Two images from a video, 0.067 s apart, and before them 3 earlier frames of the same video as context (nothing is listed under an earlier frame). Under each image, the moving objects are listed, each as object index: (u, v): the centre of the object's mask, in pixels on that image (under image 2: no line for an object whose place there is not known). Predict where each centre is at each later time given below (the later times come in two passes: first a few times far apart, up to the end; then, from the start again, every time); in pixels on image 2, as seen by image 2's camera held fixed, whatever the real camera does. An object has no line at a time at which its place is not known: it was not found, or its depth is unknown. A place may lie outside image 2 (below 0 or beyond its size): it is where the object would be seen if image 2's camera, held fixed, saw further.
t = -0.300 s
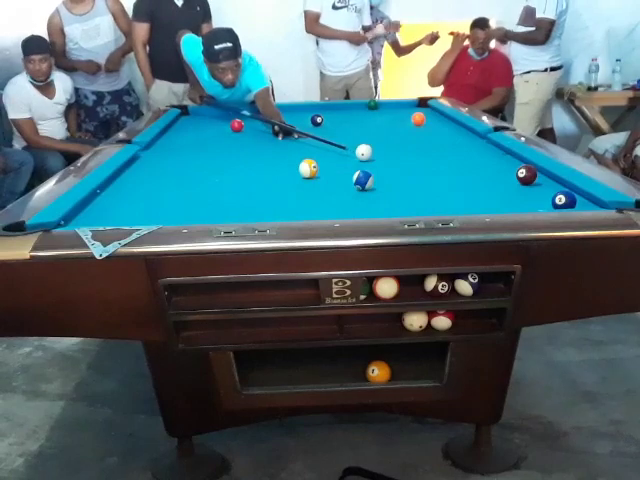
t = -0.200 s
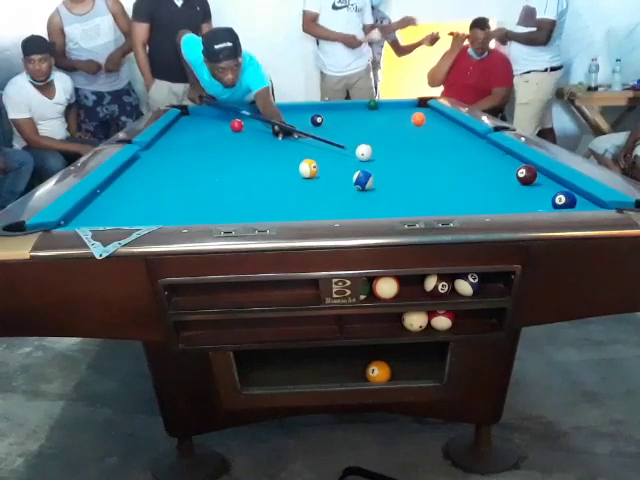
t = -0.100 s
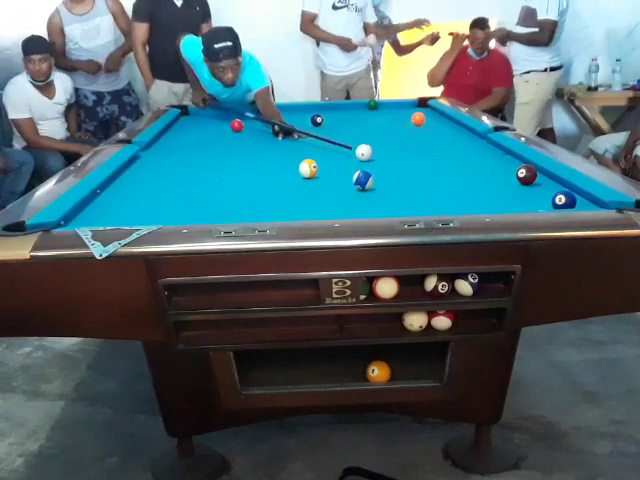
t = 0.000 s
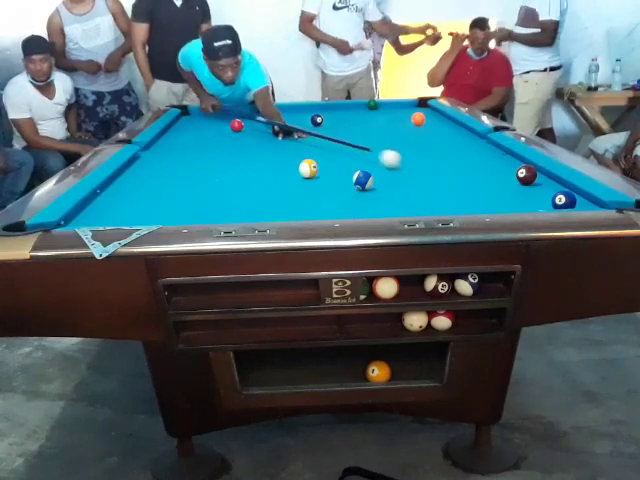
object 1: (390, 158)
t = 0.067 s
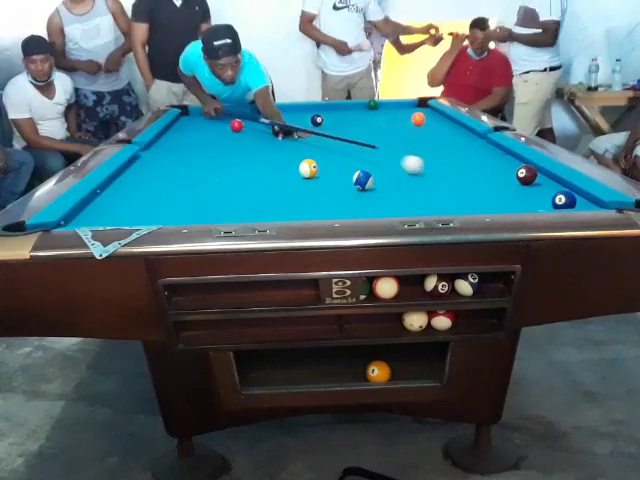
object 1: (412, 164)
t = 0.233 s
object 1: (474, 180)
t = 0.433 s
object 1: (538, 199)
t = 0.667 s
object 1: (536, 204)
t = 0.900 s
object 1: (508, 198)
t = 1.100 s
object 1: (488, 192)
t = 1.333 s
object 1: (467, 185)
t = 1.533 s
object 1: (451, 179)
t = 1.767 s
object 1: (435, 173)
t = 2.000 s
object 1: (421, 169)
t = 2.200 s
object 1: (410, 165)
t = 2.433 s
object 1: (400, 161)
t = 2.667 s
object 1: (390, 157)
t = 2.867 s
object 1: (382, 154)
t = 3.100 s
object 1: (375, 151)
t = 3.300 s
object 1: (370, 149)
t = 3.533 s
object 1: (364, 147)
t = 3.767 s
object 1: (359, 145)
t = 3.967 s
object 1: (355, 143)
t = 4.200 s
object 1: (351, 142)
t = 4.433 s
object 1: (347, 141)
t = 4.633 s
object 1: (344, 140)
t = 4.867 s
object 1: (342, 138)
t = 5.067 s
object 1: (341, 138)
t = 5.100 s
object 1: (341, 138)
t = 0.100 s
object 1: (424, 167)
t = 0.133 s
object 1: (436, 170)
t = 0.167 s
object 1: (448, 173)
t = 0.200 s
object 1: (461, 177)
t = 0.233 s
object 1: (474, 180)
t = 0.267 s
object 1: (489, 184)
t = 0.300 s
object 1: (504, 188)
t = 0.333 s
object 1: (519, 191)
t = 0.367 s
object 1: (536, 196)
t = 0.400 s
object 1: (540, 198)
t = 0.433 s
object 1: (538, 199)
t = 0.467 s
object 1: (537, 200)
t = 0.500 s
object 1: (538, 201)
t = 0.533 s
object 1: (539, 202)
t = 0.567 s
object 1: (540, 203)
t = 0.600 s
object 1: (542, 204)
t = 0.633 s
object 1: (541, 204)
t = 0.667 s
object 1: (536, 204)
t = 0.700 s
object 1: (531, 203)
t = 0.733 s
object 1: (528, 202)
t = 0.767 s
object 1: (523, 202)
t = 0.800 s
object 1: (519, 201)
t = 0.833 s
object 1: (516, 200)
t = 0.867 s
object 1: (512, 199)
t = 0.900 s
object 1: (508, 198)
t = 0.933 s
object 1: (505, 198)
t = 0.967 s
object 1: (501, 197)
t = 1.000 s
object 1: (498, 195)
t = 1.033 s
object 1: (495, 194)
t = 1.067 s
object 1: (491, 193)
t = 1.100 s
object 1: (488, 192)
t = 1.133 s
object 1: (485, 191)
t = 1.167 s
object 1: (481, 190)
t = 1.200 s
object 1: (479, 189)
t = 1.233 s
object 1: (475, 187)
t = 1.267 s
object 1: (472, 186)
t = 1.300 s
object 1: (469, 186)
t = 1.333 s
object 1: (467, 185)
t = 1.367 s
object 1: (464, 184)
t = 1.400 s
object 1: (461, 183)
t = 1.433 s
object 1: (459, 182)
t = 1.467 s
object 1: (456, 181)
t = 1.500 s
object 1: (454, 180)
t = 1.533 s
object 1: (451, 179)
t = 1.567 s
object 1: (449, 178)
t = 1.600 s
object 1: (447, 177)
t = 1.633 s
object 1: (444, 177)
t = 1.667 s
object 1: (442, 176)
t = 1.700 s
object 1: (440, 175)
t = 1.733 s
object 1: (437, 174)
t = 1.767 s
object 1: (435, 173)
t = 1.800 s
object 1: (433, 173)
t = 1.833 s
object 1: (431, 172)
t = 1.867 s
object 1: (429, 171)
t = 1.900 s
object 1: (427, 171)
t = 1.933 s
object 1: (425, 170)
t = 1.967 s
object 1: (423, 169)
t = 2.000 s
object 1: (421, 169)
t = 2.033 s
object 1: (419, 168)
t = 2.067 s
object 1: (417, 167)
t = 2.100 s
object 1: (416, 167)
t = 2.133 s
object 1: (414, 166)
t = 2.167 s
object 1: (412, 165)
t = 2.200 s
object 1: (410, 165)
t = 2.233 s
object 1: (409, 164)
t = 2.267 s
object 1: (407, 164)
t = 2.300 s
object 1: (406, 163)
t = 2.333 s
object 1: (404, 163)
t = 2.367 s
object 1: (402, 162)
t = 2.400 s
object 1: (401, 161)
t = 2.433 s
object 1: (400, 161)
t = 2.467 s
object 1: (398, 160)
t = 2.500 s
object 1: (397, 160)
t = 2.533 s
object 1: (395, 159)
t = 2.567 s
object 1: (394, 159)
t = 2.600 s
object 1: (393, 158)
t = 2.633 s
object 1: (391, 158)
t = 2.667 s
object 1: (390, 157)
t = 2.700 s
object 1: (389, 157)
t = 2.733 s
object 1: (388, 156)
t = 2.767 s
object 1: (387, 156)
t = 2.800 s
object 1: (386, 156)
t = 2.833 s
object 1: (383, 155)
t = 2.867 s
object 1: (382, 154)
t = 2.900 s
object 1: (381, 154)
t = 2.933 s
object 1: (380, 153)
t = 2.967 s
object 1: (379, 153)
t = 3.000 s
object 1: (378, 152)
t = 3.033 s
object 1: (377, 152)
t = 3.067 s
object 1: (376, 152)
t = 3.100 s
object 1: (375, 151)
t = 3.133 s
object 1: (374, 151)
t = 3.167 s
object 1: (373, 150)
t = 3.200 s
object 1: (373, 150)
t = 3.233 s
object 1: (372, 150)
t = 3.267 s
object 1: (371, 150)
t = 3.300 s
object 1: (370, 149)
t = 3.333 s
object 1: (369, 149)
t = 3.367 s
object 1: (368, 149)
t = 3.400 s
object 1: (367, 148)
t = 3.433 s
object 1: (366, 148)
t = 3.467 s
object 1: (366, 148)
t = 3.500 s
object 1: (365, 147)
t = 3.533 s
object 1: (364, 147)
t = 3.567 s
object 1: (363, 147)
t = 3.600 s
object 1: (362, 146)
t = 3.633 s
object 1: (362, 146)
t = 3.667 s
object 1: (361, 146)
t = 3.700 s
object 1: (360, 146)
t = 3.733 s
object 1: (359, 145)
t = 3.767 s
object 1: (359, 145)
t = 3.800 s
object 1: (358, 145)
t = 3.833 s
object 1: (357, 144)
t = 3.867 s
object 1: (357, 144)
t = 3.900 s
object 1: (356, 144)
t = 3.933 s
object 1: (356, 144)
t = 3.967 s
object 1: (355, 143)
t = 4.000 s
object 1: (354, 143)
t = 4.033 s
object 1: (353, 143)
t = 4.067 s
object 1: (353, 143)
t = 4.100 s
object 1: (352, 143)
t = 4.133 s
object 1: (352, 142)
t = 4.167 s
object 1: (351, 142)
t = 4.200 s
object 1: (351, 142)
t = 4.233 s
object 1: (350, 142)
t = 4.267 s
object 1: (349, 141)
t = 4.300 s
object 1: (349, 141)
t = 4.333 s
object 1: (349, 141)
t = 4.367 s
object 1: (348, 141)
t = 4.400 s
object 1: (347, 141)
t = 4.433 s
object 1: (347, 141)
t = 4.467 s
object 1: (346, 140)
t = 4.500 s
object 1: (346, 140)
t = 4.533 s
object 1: (346, 140)
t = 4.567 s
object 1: (345, 140)
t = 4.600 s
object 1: (345, 140)
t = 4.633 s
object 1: (344, 140)
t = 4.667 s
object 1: (344, 139)
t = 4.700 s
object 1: (344, 139)
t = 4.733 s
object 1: (344, 139)
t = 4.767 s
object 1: (343, 139)
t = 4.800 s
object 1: (343, 139)
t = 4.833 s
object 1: (343, 139)
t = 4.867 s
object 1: (342, 138)
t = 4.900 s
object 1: (342, 138)
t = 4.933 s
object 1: (342, 138)
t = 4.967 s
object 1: (342, 138)
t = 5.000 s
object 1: (341, 138)
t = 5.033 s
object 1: (341, 138)
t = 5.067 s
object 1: (341, 138)
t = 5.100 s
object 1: (341, 138)
